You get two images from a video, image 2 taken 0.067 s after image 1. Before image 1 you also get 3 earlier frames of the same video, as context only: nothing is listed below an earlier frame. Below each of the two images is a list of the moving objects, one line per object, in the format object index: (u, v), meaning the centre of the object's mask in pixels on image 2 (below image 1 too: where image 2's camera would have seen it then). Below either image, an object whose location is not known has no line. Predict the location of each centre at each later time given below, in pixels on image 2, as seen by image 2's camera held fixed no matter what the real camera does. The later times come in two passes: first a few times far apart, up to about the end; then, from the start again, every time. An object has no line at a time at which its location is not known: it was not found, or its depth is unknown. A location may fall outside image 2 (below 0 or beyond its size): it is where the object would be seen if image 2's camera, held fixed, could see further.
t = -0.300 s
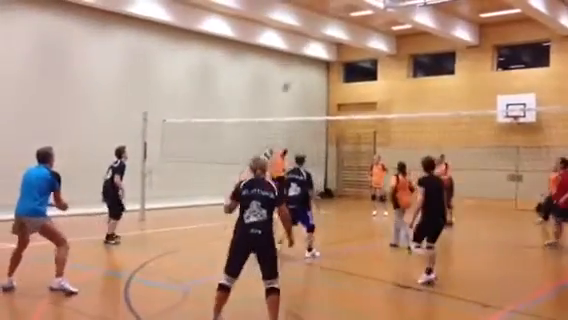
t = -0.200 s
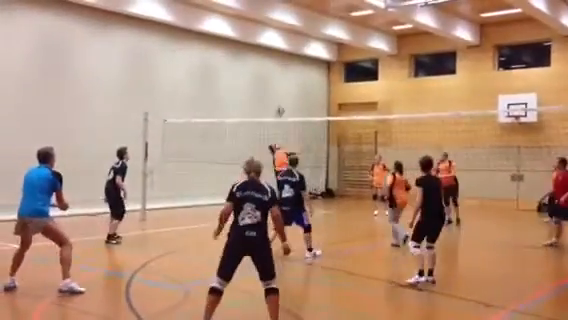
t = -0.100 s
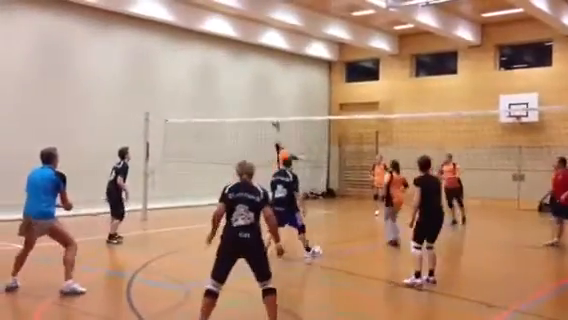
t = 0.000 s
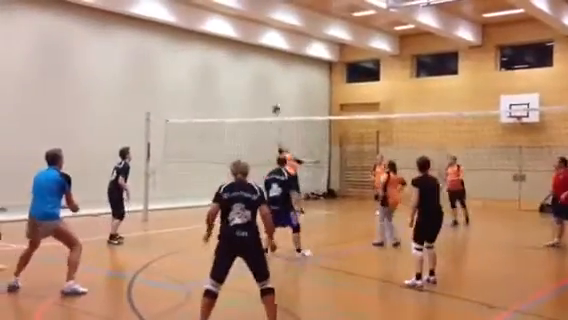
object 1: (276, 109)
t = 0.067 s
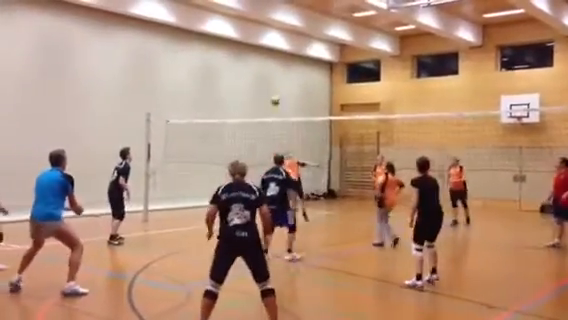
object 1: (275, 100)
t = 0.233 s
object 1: (272, 87)
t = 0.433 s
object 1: (264, 91)
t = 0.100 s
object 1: (275, 99)
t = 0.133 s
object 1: (274, 94)
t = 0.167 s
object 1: (273, 92)
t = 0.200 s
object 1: (272, 90)
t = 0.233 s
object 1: (272, 87)
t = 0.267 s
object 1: (271, 86)
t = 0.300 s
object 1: (269, 85)
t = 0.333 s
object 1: (268, 85)
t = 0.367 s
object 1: (267, 86)
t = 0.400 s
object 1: (266, 87)
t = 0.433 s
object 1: (264, 91)
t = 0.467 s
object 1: (263, 95)
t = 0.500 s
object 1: (261, 99)
